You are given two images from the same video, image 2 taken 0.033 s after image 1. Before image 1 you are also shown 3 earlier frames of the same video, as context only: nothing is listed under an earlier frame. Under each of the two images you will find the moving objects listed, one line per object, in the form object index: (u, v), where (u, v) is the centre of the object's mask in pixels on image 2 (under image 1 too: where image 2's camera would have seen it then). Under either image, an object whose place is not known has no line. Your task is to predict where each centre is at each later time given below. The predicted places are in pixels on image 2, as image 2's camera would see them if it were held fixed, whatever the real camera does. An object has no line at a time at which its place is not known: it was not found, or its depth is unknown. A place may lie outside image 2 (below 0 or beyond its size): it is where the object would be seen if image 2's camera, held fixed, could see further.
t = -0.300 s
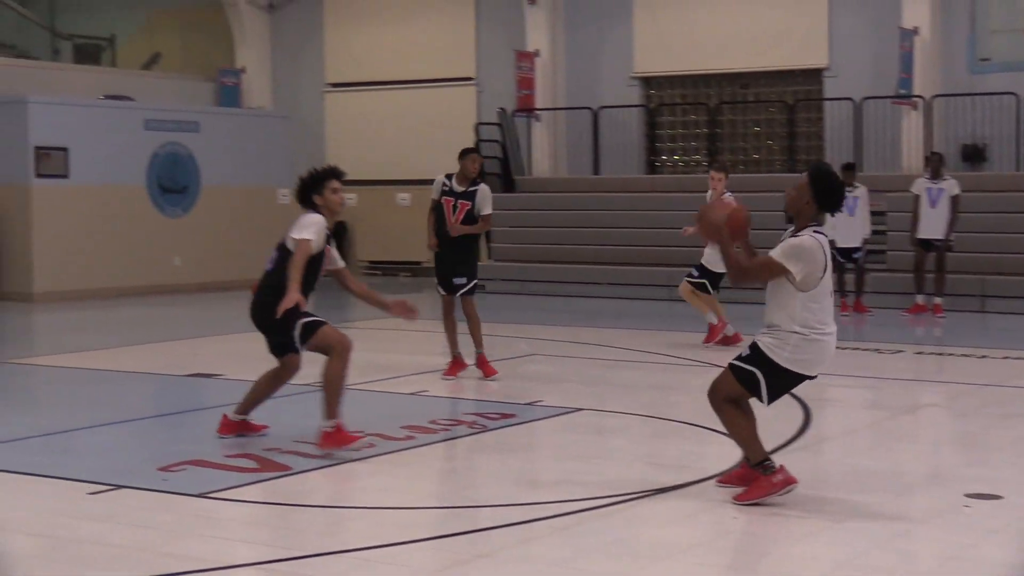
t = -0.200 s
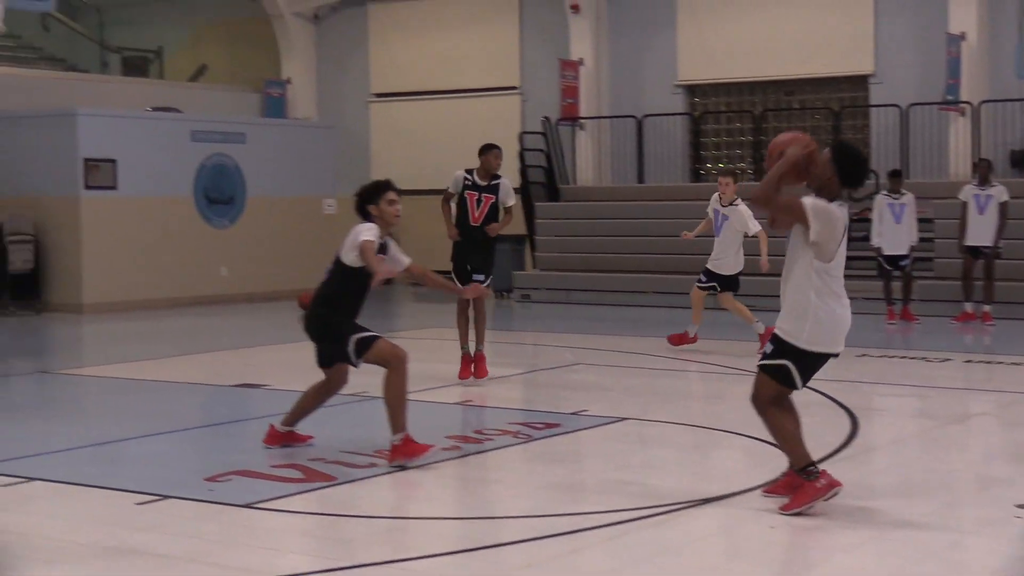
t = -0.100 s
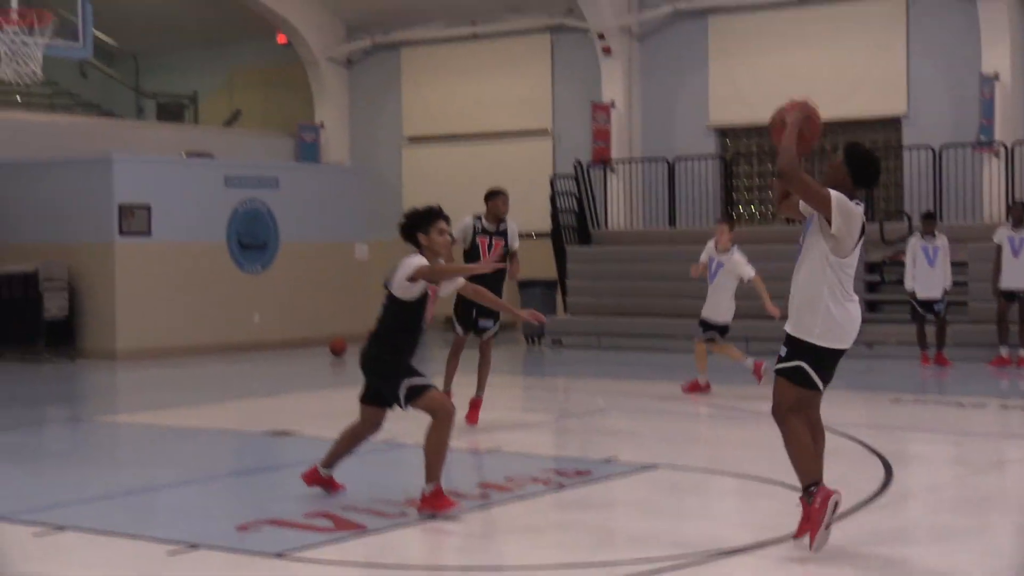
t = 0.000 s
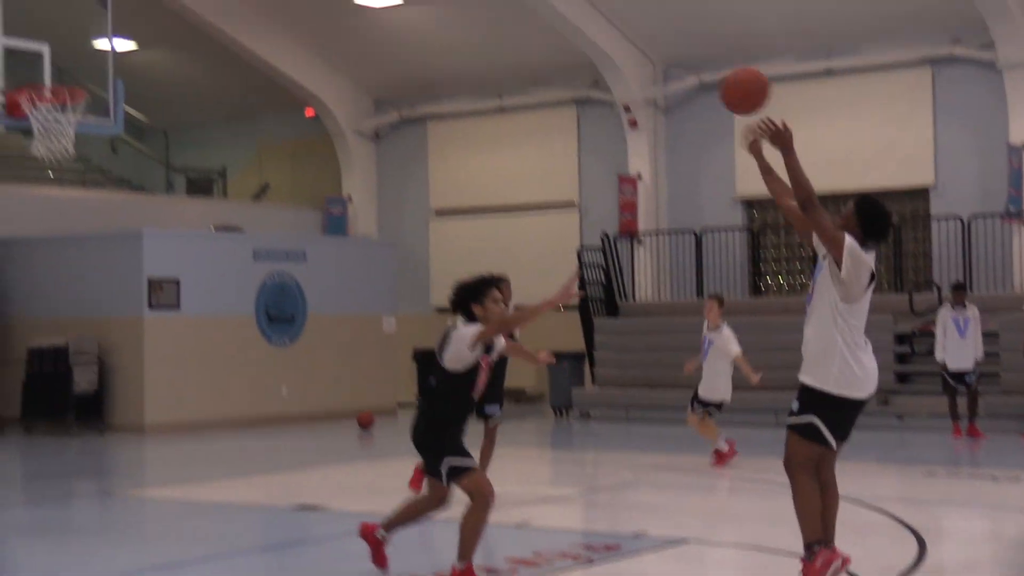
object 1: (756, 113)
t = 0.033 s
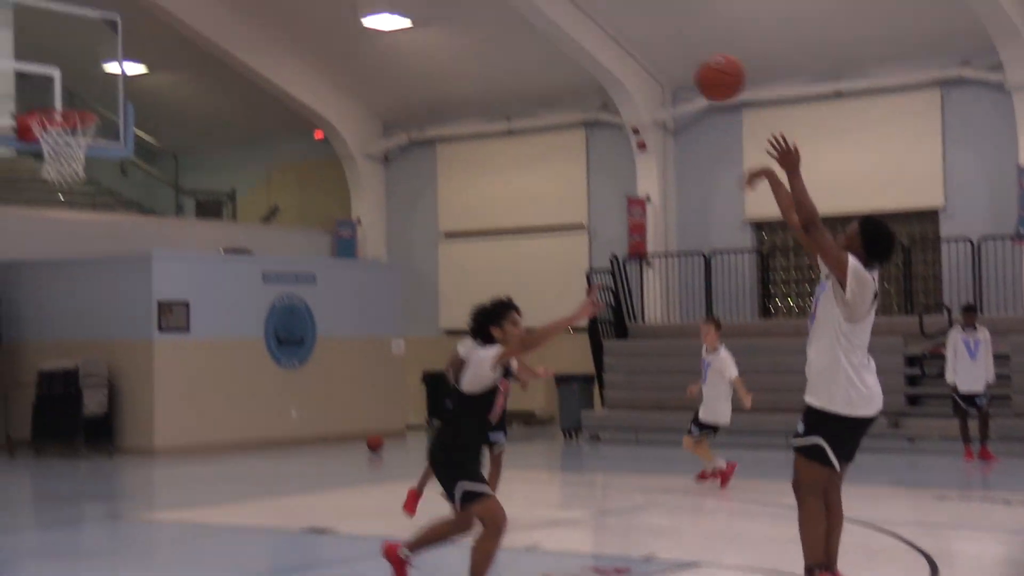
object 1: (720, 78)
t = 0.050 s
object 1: (703, 63)
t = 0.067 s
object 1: (687, 48)
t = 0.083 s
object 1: (670, 35)
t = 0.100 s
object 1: (654, 22)
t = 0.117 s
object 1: (639, 9)
